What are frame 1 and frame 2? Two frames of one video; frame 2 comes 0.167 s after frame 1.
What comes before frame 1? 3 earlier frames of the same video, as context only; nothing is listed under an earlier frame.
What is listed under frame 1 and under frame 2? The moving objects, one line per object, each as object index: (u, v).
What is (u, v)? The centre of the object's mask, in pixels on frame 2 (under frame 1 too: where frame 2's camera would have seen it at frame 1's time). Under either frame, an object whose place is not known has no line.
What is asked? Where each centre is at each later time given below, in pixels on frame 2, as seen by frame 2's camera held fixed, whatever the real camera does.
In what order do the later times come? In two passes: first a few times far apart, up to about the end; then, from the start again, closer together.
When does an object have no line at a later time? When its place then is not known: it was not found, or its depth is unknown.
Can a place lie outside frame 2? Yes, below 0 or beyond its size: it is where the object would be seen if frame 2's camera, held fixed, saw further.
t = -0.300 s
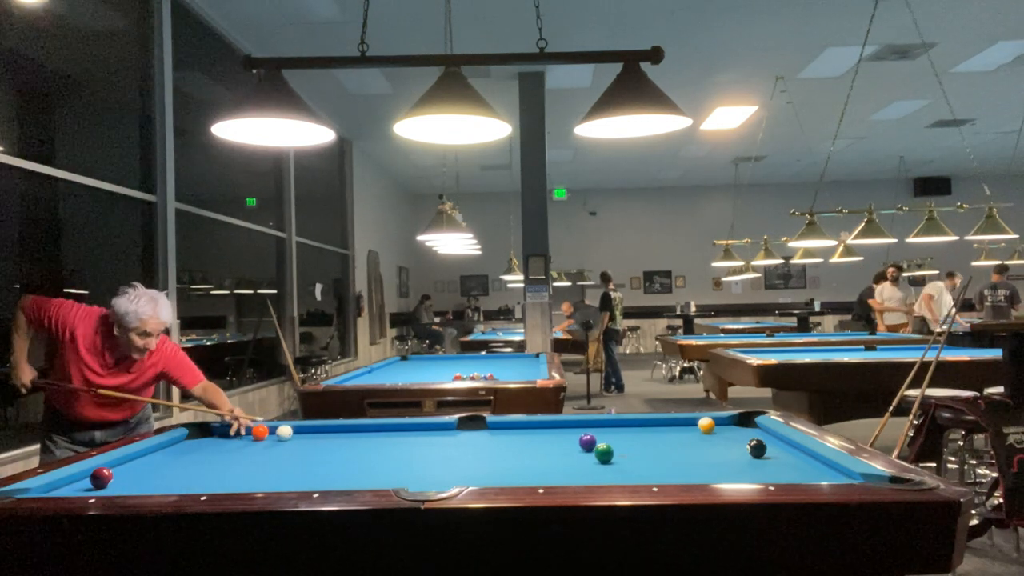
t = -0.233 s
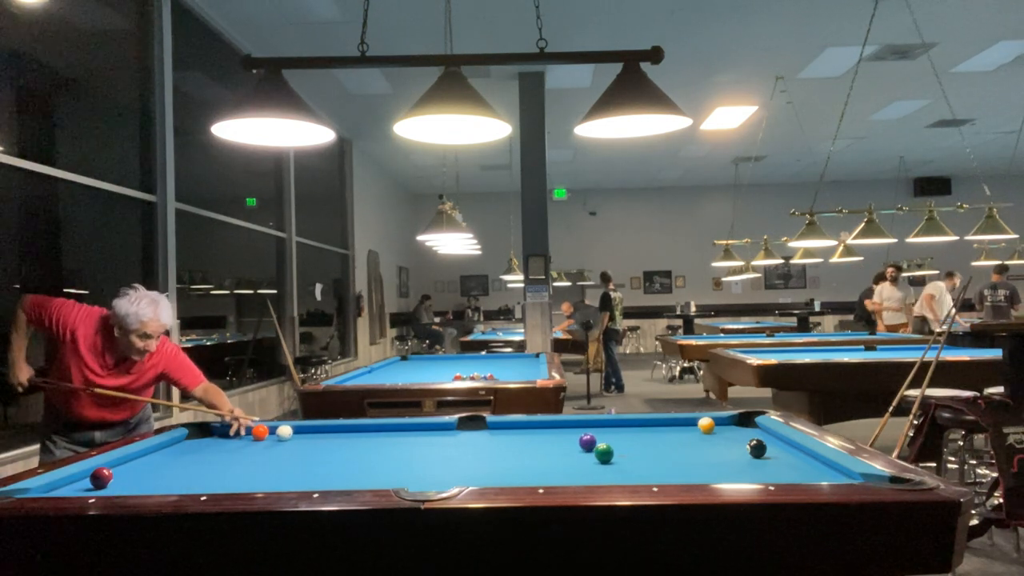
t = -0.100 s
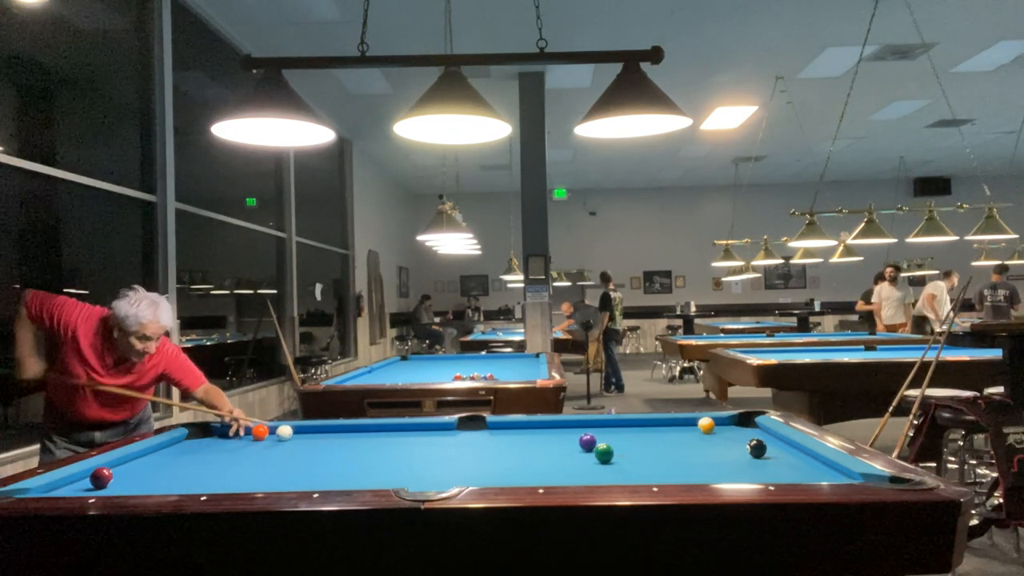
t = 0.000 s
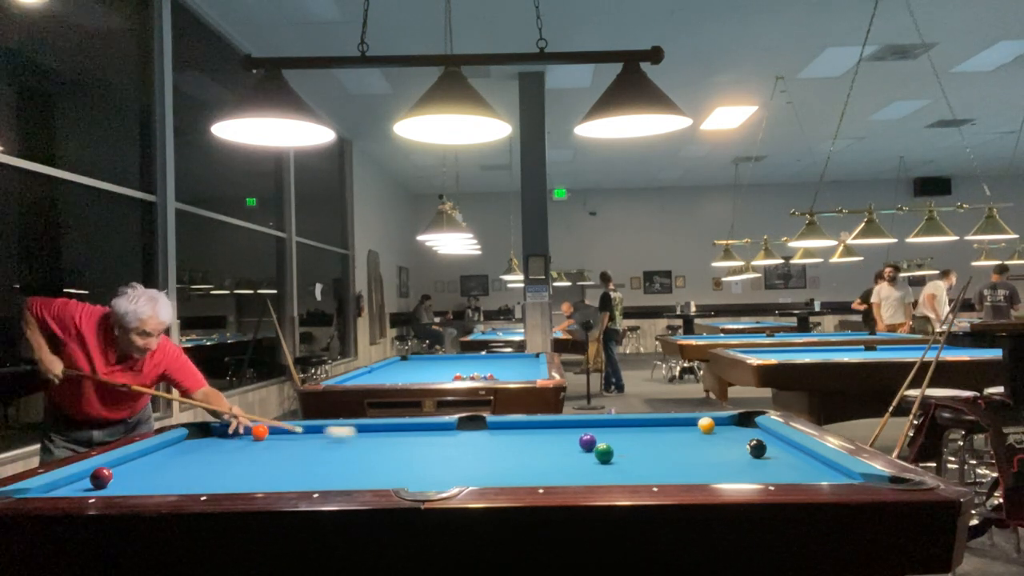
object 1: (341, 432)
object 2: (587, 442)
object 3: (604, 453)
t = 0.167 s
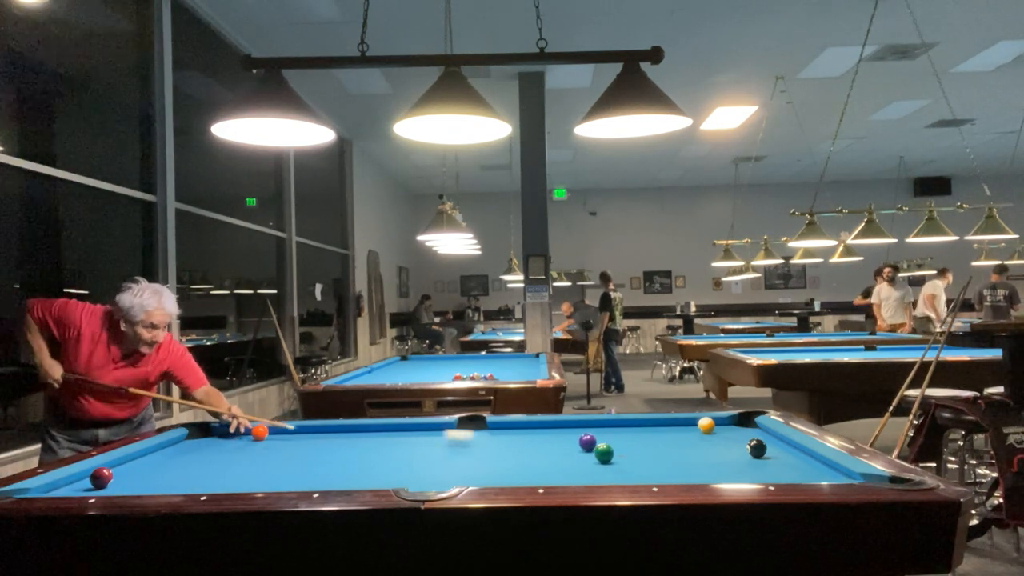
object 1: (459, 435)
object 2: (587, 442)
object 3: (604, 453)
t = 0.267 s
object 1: (536, 438)
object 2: (587, 442)
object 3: (604, 453)
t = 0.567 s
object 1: (597, 439)
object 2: (740, 450)
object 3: (604, 453)
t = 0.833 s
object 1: (652, 444)
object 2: (778, 458)
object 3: (604, 453)
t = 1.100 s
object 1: (707, 446)
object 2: (818, 465)
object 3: (604, 453)
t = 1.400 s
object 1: (769, 448)
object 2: (828, 471)
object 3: (560, 454)
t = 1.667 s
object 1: (782, 450)
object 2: (825, 474)
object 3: (515, 456)
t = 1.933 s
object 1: (754, 450)
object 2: (813, 474)
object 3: (472, 458)
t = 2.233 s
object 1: (726, 450)
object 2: (797, 473)
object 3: (428, 459)
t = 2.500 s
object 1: (703, 451)
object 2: (786, 472)
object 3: (390, 460)
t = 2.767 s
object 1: (683, 451)
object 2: (777, 471)
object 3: (354, 462)
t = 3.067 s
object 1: (663, 451)
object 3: (317, 463)
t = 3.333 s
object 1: (647, 451)
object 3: (286, 465)
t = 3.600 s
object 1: (634, 451)
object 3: (257, 466)
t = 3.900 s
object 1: (623, 451)
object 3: (226, 468)
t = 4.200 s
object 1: (614, 451)
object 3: (200, 469)
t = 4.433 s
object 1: (610, 451)
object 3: (181, 470)
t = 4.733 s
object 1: (606, 450)
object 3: (159, 471)
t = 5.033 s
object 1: (605, 450)
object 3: (141, 472)
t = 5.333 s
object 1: (606, 450)
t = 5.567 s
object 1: (606, 450)
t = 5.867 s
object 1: (606, 450)
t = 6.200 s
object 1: (606, 450)
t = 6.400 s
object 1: (606, 450)
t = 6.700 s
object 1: (606, 450)
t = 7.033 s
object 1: (606, 450)
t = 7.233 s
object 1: (606, 450)
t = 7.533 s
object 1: (606, 450)
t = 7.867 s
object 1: (606, 450)
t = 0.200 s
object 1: (484, 436)
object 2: (587, 442)
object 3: (604, 453)
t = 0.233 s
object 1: (510, 437)
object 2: (587, 442)
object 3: (604, 453)
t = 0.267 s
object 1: (536, 438)
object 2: (587, 442)
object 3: (604, 453)
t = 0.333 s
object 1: (570, 442)
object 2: (606, 440)
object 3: (604, 453)
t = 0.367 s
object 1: (571, 442)
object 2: (632, 445)
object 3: (604, 453)
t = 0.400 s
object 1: (573, 442)
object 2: (658, 446)
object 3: (604, 453)
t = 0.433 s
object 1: (576, 442)
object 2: (682, 447)
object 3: (604, 453)
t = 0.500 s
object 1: (585, 442)
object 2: (727, 448)
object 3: (604, 453)
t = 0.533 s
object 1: (590, 441)
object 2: (737, 449)
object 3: (604, 453)
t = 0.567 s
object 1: (597, 439)
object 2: (740, 450)
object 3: (604, 453)
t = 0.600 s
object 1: (604, 439)
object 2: (744, 450)
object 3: (604, 453)
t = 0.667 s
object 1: (618, 442)
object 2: (752, 453)
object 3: (604, 453)
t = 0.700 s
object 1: (625, 443)
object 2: (758, 453)
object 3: (604, 453)
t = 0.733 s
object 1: (631, 443)
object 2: (761, 454)
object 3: (604, 453)
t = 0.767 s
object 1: (638, 444)
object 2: (767, 455)
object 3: (604, 453)
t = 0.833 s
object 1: (652, 444)
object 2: (778, 458)
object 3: (604, 453)
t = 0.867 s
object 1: (659, 444)
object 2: (783, 459)
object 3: (604, 453)
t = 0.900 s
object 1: (666, 444)
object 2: (788, 460)
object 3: (604, 453)
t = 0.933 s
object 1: (673, 445)
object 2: (793, 460)
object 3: (604, 453)
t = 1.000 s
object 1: (688, 445)
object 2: (803, 463)
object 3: (604, 453)
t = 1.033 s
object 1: (693, 445)
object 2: (808, 464)
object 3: (604, 453)
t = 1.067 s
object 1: (700, 446)
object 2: (813, 465)
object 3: (604, 453)
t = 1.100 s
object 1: (707, 446)
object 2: (818, 465)
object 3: (604, 453)
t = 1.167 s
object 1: (721, 446)
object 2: (829, 468)
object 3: (604, 453)
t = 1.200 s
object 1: (728, 447)
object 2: (831, 468)
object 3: (596, 453)
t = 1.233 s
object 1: (735, 447)
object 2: (830, 469)
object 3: (589, 454)
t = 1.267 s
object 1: (742, 447)
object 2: (830, 469)
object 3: (582, 454)
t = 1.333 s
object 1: (756, 448)
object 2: (830, 470)
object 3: (571, 454)
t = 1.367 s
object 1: (762, 448)
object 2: (829, 470)
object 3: (566, 455)
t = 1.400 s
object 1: (769, 448)
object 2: (828, 471)
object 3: (560, 454)
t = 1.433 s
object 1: (776, 449)
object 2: (828, 471)
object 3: (553, 455)
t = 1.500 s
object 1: (790, 449)
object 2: (827, 472)
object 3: (543, 456)
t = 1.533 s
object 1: (795, 449)
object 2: (827, 472)
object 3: (537, 456)
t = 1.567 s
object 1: (793, 449)
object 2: (827, 472)
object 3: (531, 455)
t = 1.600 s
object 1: (789, 450)
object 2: (826, 473)
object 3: (526, 456)
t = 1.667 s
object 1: (782, 450)
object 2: (825, 474)
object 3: (515, 456)
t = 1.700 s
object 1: (778, 450)
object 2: (825, 474)
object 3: (510, 457)
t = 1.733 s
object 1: (775, 450)
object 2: (825, 475)
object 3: (504, 457)
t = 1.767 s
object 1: (771, 450)
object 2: (824, 475)
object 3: (499, 457)
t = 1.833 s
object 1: (764, 450)
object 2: (820, 475)
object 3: (489, 457)
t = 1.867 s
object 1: (761, 450)
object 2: (818, 475)
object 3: (483, 458)
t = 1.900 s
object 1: (758, 450)
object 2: (816, 474)
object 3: (478, 457)
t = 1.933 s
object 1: (754, 450)
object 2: (813, 474)
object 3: (472, 458)
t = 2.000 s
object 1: (748, 450)
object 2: (809, 474)
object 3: (463, 458)
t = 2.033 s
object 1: (744, 450)
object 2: (808, 474)
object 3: (457, 458)
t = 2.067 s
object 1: (741, 450)
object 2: (806, 474)
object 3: (452, 458)
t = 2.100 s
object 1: (738, 450)
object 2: (804, 473)
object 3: (447, 458)
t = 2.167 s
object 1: (732, 450)
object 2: (801, 473)
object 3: (438, 459)
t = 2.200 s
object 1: (728, 450)
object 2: (799, 473)
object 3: (432, 459)
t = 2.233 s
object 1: (726, 450)
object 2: (797, 473)
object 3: (428, 459)
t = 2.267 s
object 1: (723, 450)
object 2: (796, 473)
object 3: (423, 459)
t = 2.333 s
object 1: (717, 450)
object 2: (793, 472)
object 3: (413, 460)
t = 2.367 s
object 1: (714, 451)
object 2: (791, 472)
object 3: (409, 460)
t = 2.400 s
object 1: (711, 450)
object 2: (790, 472)
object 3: (404, 460)
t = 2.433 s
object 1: (709, 451)
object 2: (788, 472)
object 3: (399, 460)
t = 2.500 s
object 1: (703, 451)
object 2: (786, 472)
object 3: (390, 460)
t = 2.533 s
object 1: (700, 451)
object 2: (784, 472)
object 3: (385, 461)
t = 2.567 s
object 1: (698, 451)
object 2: (783, 471)
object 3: (381, 461)
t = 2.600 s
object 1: (695, 451)
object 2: (782, 471)
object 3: (376, 461)
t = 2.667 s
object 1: (690, 451)
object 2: (780, 471)
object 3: (367, 461)
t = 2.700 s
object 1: (687, 451)
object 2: (779, 471)
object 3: (363, 462)
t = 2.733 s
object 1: (685, 451)
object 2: (778, 471)
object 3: (359, 462)
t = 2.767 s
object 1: (683, 451)
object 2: (777, 471)
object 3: (354, 462)
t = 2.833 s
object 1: (678, 451)
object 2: (775, 471)
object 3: (346, 462)
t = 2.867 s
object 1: (676, 451)
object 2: (775, 471)
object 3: (342, 462)
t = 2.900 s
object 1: (673, 451)
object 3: (337, 463)
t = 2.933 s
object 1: (671, 451)
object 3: (333, 463)
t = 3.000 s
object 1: (667, 451)
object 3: (324, 463)
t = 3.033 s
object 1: (665, 451)
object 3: (321, 464)
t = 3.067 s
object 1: (663, 451)
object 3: (317, 463)
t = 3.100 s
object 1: (661, 451)
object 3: (313, 464)
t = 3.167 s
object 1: (657, 451)
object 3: (305, 464)
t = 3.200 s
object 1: (654, 451)
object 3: (301, 464)
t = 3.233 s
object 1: (652, 451)
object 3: (297, 464)
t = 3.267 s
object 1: (651, 451)
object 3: (293, 465)
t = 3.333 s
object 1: (647, 451)
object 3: (286, 465)
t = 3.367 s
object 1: (645, 451)
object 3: (282, 465)
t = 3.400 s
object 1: (644, 451)
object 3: (278, 465)
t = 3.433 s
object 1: (642, 451)
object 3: (275, 465)
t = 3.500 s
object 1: (639, 451)
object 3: (267, 466)
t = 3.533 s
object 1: (637, 451)
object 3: (264, 466)
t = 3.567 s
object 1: (636, 451)
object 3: (260, 466)
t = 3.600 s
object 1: (634, 451)
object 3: (257, 466)
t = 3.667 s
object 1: (631, 451)
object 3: (250, 467)
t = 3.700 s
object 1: (630, 451)
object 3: (247, 466)
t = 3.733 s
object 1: (629, 451)
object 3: (243, 467)
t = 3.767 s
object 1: (628, 451)
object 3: (240, 467)
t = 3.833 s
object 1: (625, 451)
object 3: (233, 467)
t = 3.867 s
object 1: (624, 451)
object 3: (230, 467)
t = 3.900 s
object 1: (623, 451)
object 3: (226, 468)
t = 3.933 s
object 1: (622, 451)
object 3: (224, 468)
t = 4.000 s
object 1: (620, 451)
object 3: (218, 468)
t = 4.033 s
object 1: (619, 451)
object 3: (215, 468)
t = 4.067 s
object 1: (618, 451)
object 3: (211, 468)
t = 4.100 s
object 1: (617, 451)
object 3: (209, 468)
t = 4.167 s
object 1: (615, 451)
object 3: (203, 469)
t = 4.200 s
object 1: (614, 451)
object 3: (200, 469)
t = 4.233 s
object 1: (613, 451)
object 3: (197, 469)
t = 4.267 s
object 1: (613, 451)
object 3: (194, 470)
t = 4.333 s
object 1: (612, 451)
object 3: (189, 470)
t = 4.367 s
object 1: (611, 451)
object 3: (187, 470)
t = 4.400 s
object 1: (610, 451)
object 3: (184, 470)
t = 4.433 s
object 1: (610, 451)
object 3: (181, 470)
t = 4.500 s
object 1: (609, 451)
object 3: (176, 470)
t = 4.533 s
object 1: (608, 451)
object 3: (173, 470)
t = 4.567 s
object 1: (608, 450)
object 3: (171, 470)
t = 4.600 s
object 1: (607, 450)
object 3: (168, 471)
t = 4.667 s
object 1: (607, 450)
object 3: (164, 471)
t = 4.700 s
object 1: (606, 450)
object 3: (161, 471)
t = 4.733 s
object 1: (606, 450)
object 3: (159, 471)
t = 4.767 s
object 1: (606, 450)
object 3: (157, 471)
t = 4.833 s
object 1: (606, 450)
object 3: (153, 471)
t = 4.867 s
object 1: (606, 450)
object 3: (151, 471)
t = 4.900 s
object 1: (605, 450)
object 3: (149, 471)
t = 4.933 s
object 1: (605, 450)
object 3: (147, 471)
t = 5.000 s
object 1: (606, 450)
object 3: (143, 471)
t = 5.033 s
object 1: (605, 450)
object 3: (141, 472)
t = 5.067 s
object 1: (606, 450)
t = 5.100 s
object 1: (606, 450)
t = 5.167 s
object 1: (606, 450)
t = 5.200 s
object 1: (606, 450)
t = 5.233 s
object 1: (606, 450)
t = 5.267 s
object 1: (606, 450)
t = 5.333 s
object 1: (606, 450)
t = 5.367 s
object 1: (606, 450)
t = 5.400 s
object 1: (606, 450)
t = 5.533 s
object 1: (606, 450)
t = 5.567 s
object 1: (606, 450)
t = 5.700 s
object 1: (606, 450)
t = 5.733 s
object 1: (606, 450)
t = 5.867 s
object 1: (606, 450)
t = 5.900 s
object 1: (606, 450)
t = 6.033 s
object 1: (606, 450)
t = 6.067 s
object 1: (606, 450)
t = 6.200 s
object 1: (606, 450)
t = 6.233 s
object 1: (606, 450)
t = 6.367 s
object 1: (606, 450)
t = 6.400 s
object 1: (606, 450)
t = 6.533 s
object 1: (606, 450)
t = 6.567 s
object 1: (606, 450)
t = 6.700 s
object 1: (606, 450)
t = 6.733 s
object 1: (606, 450)
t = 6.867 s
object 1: (606, 450)
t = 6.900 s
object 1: (606, 450)
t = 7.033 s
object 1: (606, 450)
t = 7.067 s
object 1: (606, 450)
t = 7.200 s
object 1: (606, 450)
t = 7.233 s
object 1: (606, 450)
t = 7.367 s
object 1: (606, 450)
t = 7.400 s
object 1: (606, 450)
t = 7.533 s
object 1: (606, 450)
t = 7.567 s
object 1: (606, 450)
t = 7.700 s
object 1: (606, 450)
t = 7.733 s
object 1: (606, 450)
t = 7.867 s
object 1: (606, 450)
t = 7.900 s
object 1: (606, 450)
